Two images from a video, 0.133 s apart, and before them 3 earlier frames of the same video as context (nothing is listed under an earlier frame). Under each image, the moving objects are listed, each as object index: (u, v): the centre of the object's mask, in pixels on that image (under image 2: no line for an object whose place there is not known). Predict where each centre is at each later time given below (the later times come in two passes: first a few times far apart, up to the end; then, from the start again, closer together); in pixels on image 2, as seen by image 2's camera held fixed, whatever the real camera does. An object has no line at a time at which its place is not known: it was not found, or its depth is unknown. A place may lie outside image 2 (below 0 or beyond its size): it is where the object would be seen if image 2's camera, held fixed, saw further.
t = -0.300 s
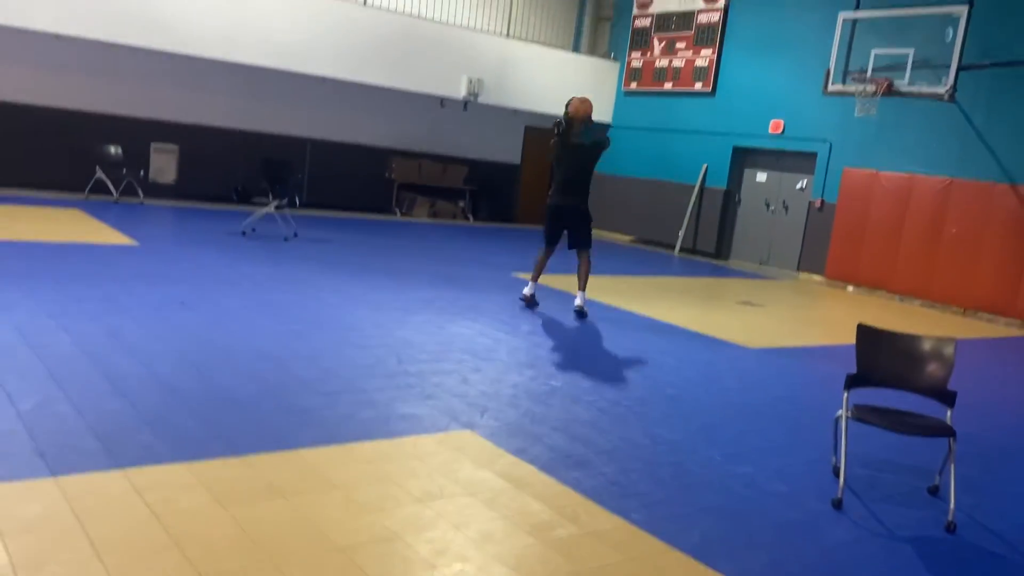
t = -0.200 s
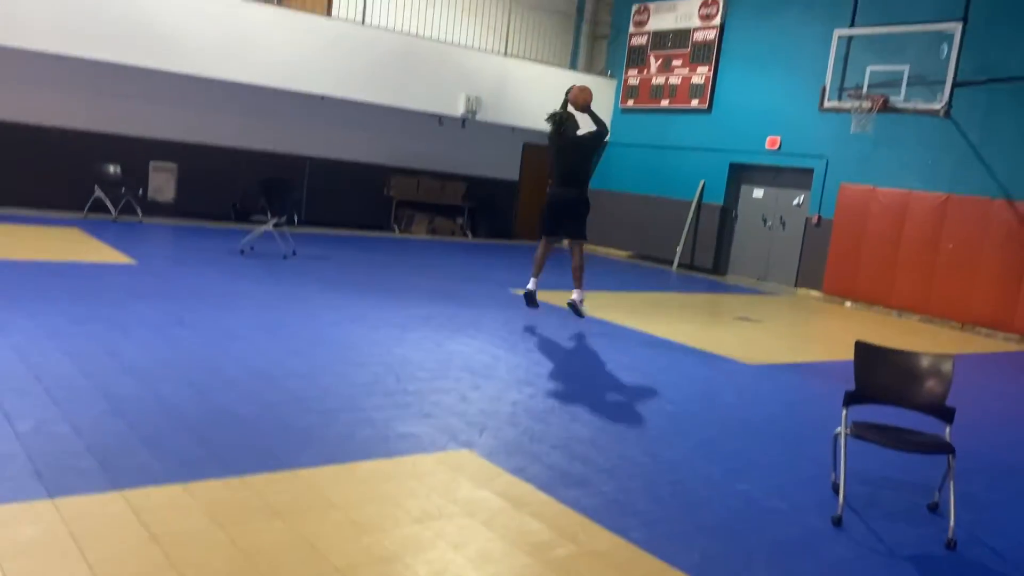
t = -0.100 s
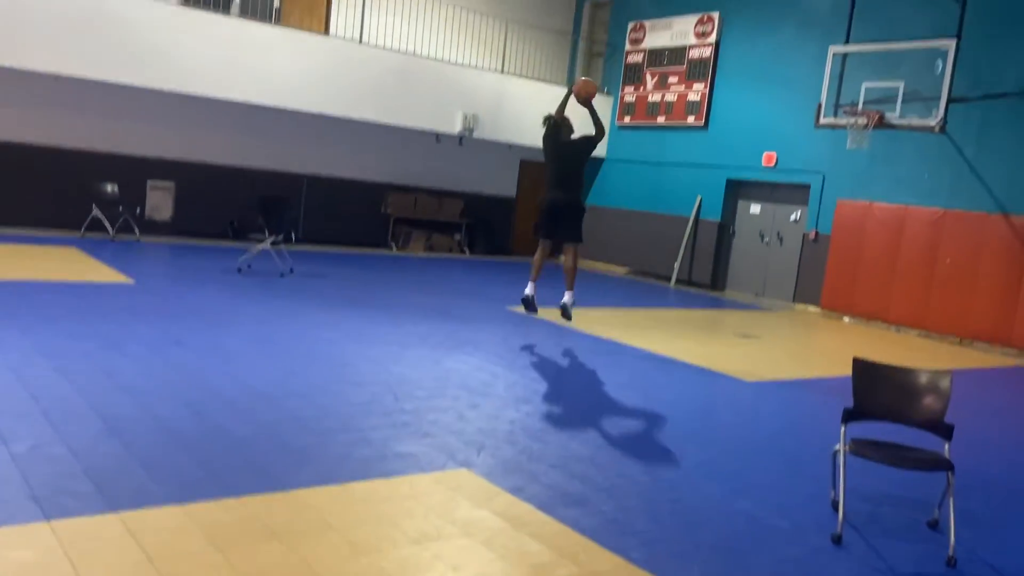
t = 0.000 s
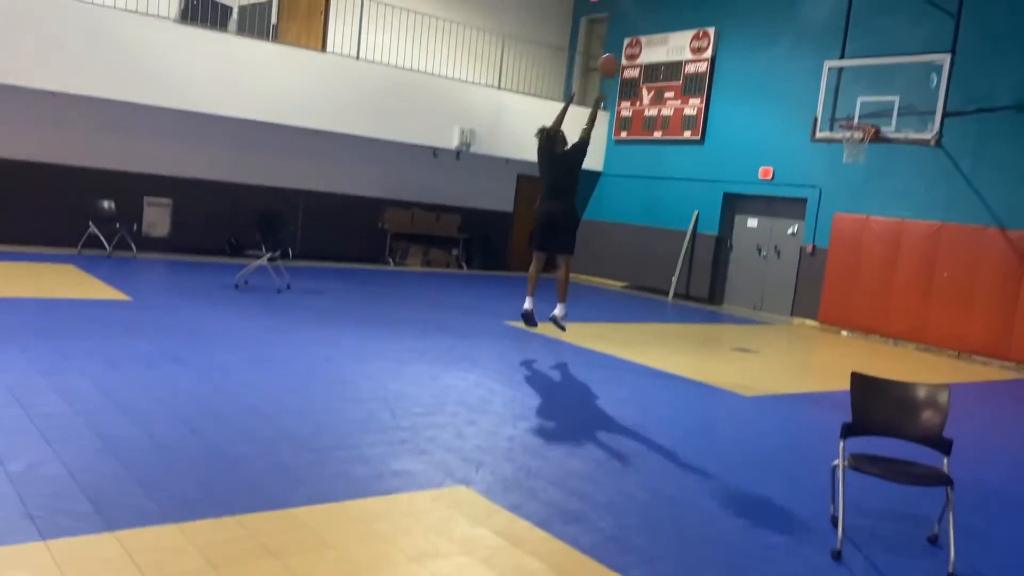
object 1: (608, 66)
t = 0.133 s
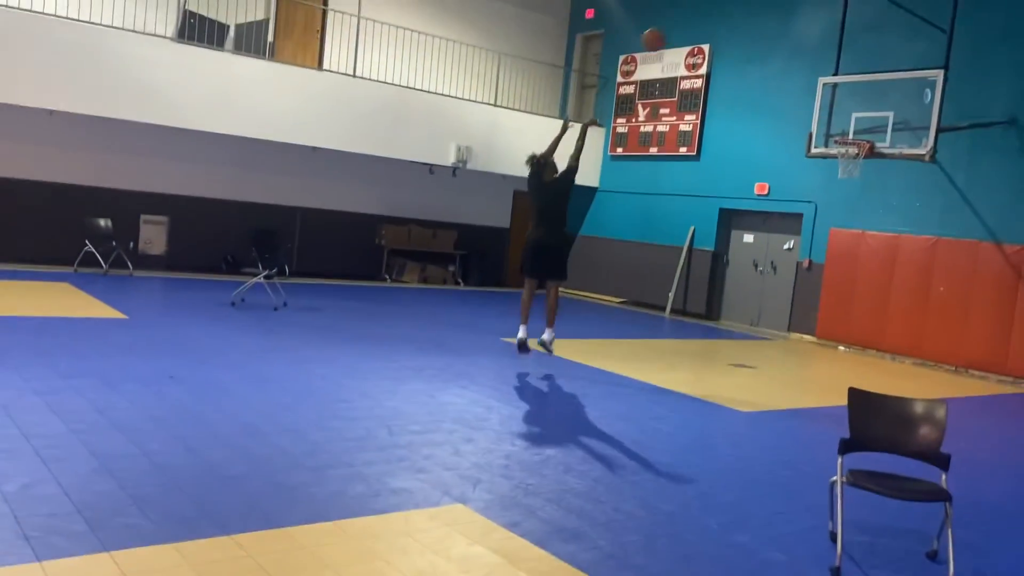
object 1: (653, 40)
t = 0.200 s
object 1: (676, 26)
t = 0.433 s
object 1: (743, 10)
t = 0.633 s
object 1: (789, 36)
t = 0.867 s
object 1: (831, 100)
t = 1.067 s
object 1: (857, 163)
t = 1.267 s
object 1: (869, 200)
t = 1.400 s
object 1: (876, 238)
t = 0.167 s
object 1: (665, 32)
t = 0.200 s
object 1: (676, 26)
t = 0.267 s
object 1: (697, 16)
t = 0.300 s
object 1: (707, 13)
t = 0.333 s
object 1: (716, 11)
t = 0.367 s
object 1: (726, 9)
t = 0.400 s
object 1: (735, 10)
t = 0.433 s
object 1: (743, 10)
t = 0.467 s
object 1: (751, 13)
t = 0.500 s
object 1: (760, 16)
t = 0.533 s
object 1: (768, 20)
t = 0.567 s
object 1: (775, 24)
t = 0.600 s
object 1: (783, 30)
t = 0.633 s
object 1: (789, 36)
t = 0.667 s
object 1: (796, 43)
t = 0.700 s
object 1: (802, 51)
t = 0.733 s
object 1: (809, 59)
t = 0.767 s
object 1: (815, 69)
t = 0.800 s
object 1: (820, 79)
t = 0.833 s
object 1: (827, 89)
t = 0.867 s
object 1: (831, 100)
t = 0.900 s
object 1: (836, 112)
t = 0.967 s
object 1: (846, 137)
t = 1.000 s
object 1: (849, 150)
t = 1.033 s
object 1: (852, 162)
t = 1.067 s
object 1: (857, 163)
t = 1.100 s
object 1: (858, 168)
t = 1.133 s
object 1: (861, 173)
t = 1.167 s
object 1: (863, 178)
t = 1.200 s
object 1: (865, 185)
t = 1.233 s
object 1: (867, 192)
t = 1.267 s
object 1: (869, 200)
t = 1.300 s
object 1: (871, 208)
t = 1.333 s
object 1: (873, 217)
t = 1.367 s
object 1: (874, 227)
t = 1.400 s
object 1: (876, 238)
